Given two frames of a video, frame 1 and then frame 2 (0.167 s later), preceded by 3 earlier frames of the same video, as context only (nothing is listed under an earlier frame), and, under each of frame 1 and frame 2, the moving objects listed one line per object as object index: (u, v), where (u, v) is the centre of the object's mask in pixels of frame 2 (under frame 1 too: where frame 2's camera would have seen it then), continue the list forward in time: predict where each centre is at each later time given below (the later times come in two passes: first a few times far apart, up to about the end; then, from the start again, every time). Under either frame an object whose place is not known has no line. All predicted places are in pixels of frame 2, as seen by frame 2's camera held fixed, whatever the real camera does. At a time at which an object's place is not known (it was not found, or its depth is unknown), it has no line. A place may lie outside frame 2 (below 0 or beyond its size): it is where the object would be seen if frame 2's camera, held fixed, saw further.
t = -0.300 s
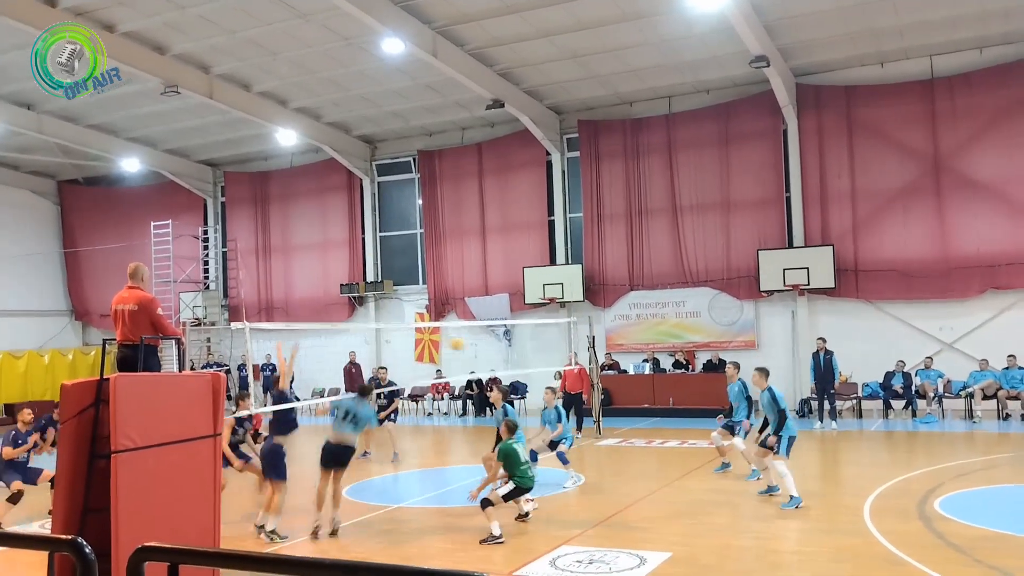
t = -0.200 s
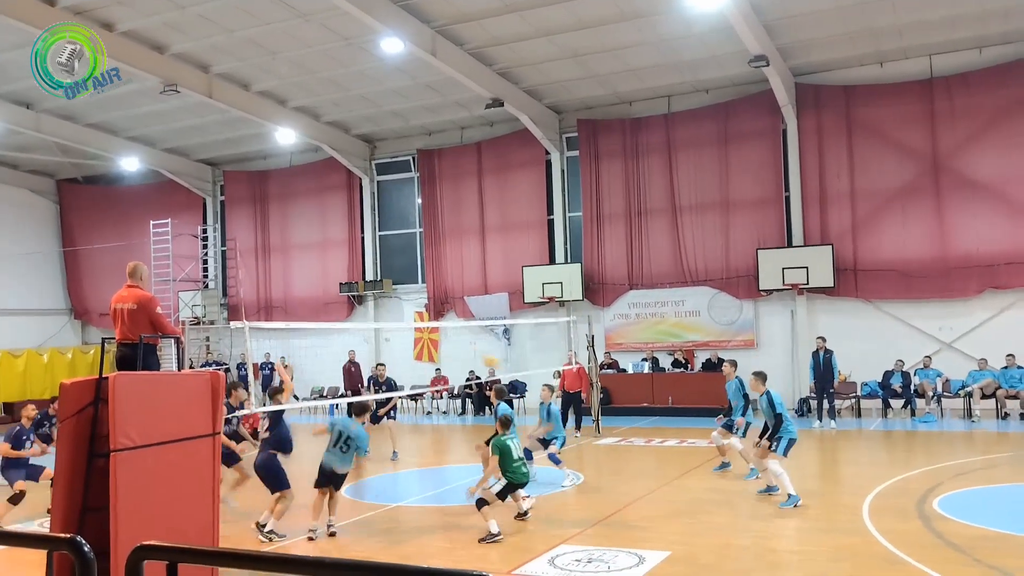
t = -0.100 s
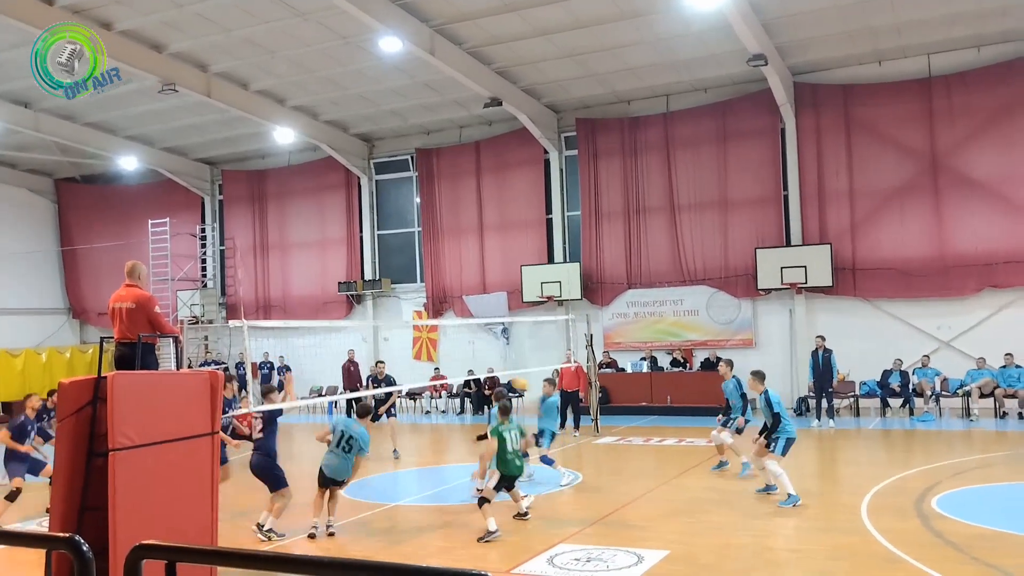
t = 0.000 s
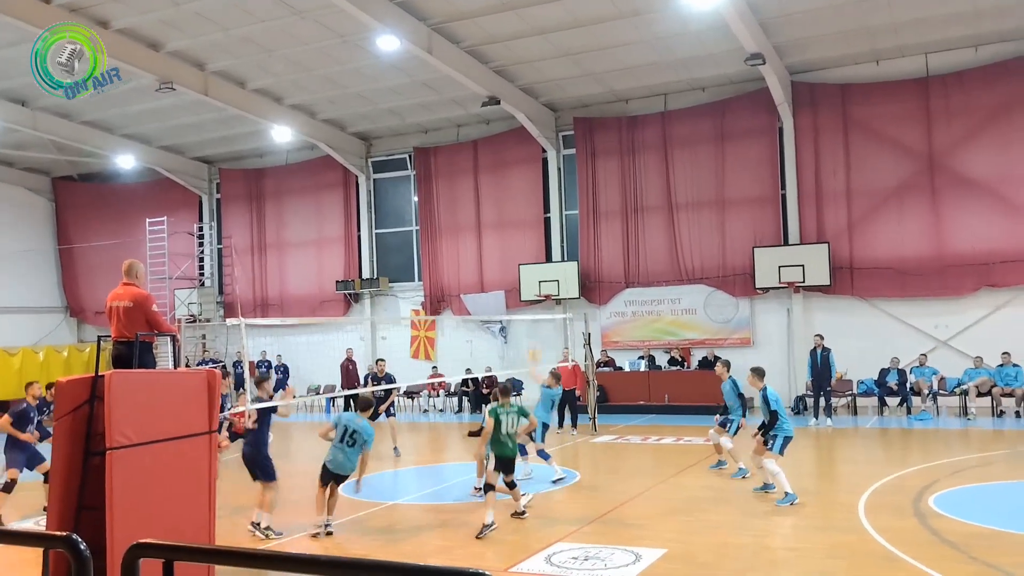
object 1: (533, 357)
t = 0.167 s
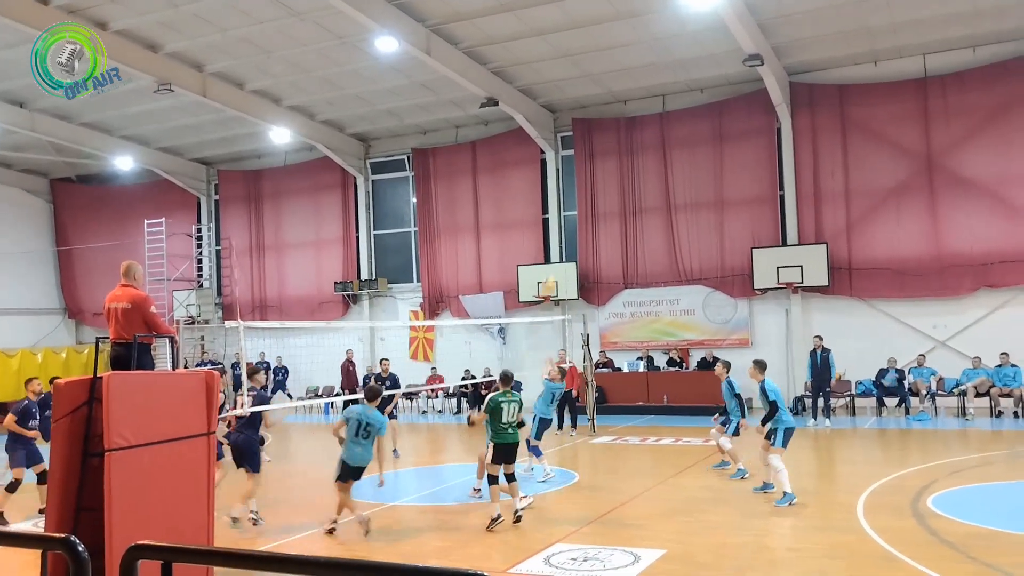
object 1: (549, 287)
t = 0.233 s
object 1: (555, 262)
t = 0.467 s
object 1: (581, 202)
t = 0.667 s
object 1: (607, 181)
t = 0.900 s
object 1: (642, 194)
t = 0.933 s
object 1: (647, 199)
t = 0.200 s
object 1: (552, 273)
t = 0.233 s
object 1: (555, 262)
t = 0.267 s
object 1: (559, 252)
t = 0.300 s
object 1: (563, 241)
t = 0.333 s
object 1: (566, 233)
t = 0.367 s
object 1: (570, 224)
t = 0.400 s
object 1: (573, 216)
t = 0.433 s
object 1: (577, 209)
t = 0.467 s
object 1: (581, 202)
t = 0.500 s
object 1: (585, 197)
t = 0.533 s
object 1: (590, 192)
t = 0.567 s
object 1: (594, 188)
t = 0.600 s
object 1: (598, 185)
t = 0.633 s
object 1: (602, 183)
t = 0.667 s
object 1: (607, 181)
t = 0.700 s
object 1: (612, 180)
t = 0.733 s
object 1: (617, 180)
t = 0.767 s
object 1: (621, 181)
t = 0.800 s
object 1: (627, 183)
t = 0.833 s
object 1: (632, 186)
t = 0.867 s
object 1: (636, 189)
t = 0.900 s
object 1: (642, 194)
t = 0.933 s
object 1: (647, 199)
